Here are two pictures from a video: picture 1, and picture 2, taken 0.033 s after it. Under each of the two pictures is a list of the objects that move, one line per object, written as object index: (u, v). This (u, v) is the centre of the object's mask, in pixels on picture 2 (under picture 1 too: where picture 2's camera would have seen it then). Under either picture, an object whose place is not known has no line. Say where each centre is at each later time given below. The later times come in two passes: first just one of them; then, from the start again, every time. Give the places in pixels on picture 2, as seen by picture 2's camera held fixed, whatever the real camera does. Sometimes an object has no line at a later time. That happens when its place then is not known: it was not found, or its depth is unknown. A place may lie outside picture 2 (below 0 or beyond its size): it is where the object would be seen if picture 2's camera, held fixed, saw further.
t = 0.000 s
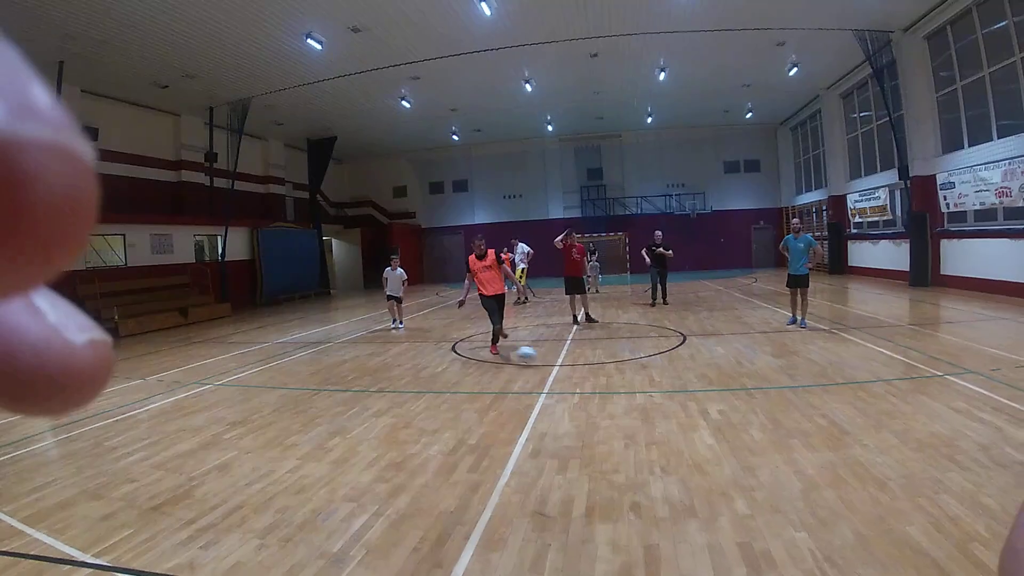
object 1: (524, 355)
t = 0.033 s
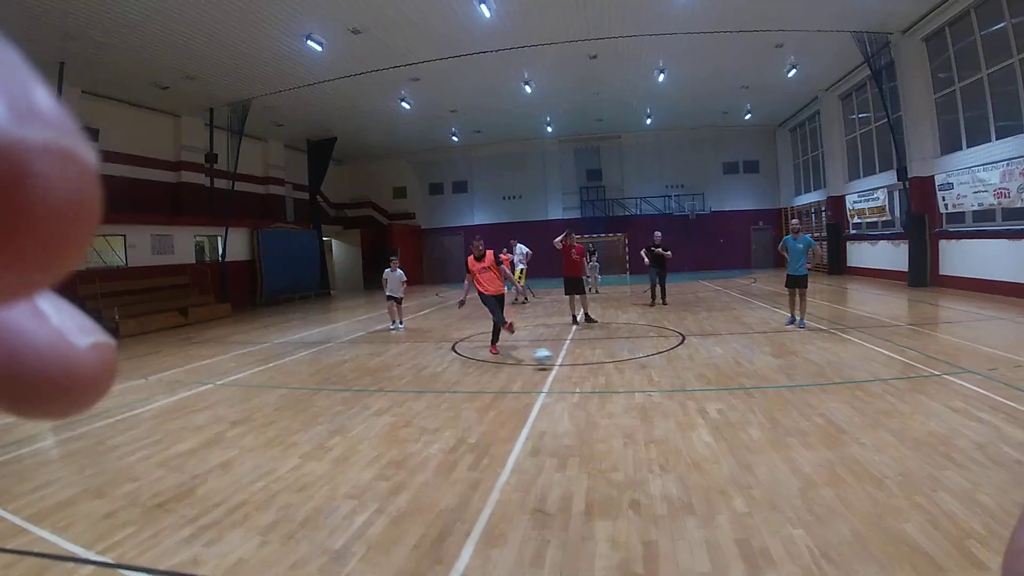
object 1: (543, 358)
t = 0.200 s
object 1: (633, 371)
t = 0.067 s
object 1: (560, 361)
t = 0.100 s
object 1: (578, 365)
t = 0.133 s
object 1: (596, 368)
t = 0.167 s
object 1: (614, 370)
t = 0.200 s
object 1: (633, 371)
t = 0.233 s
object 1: (653, 374)
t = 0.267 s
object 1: (673, 377)
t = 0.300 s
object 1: (692, 378)
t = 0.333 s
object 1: (712, 380)
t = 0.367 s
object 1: (732, 383)
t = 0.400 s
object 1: (752, 386)
